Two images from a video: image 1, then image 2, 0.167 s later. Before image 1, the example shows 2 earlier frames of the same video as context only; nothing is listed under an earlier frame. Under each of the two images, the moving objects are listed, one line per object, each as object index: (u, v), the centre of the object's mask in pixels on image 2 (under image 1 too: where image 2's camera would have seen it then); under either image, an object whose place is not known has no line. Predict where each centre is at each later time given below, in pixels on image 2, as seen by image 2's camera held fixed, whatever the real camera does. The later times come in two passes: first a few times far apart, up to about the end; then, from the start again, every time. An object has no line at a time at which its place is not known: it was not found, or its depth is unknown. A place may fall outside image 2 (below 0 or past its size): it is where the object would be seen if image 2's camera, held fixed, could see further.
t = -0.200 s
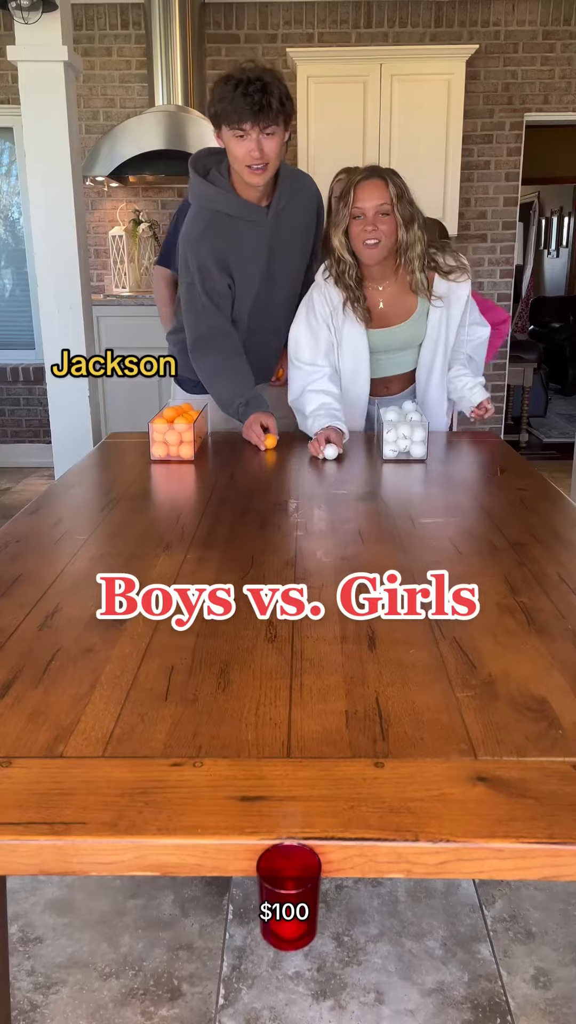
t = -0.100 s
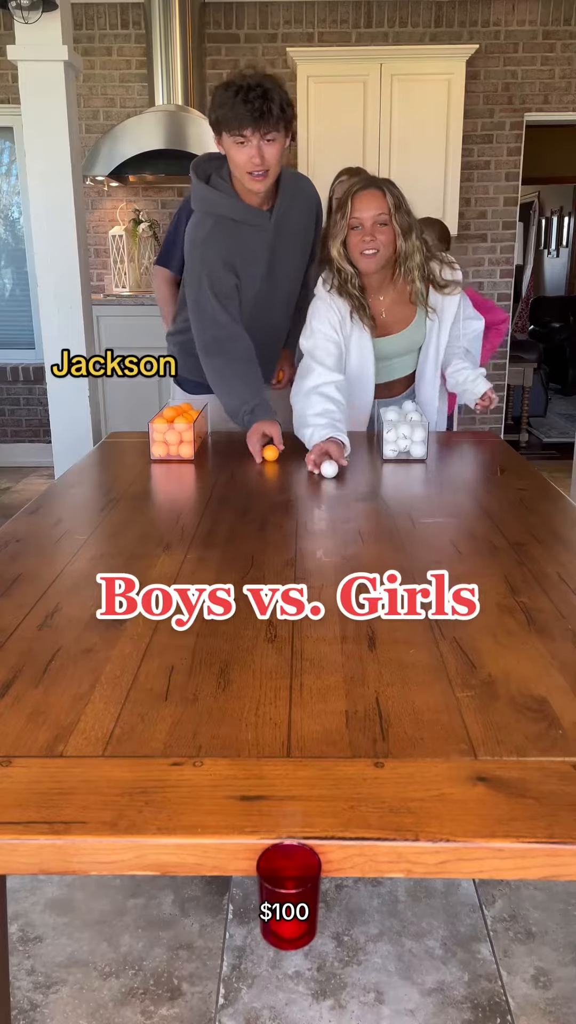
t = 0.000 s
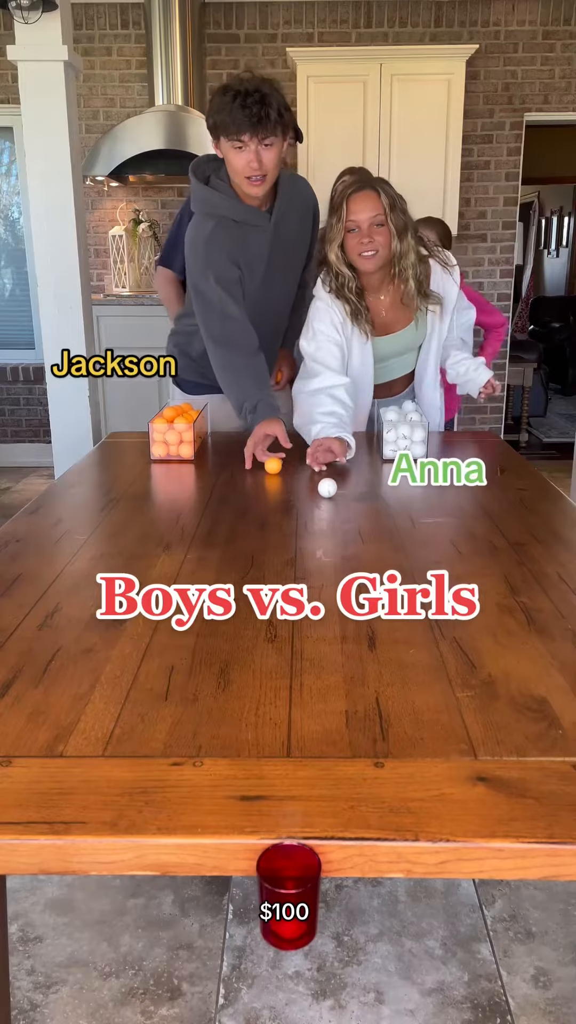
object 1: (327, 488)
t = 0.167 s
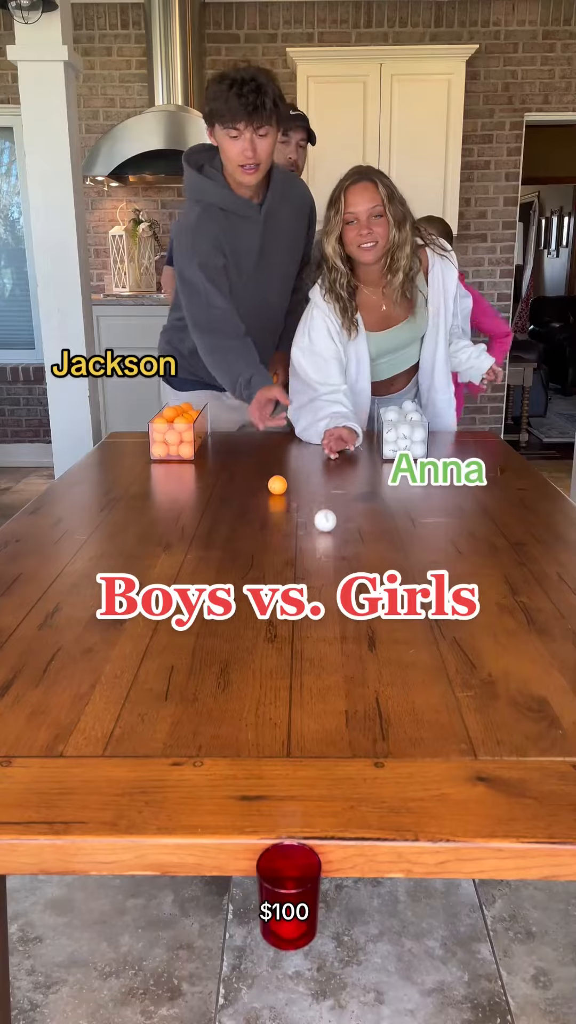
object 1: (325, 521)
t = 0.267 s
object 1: (324, 540)
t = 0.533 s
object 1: (323, 602)
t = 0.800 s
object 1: (324, 695)
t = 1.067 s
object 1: (335, 850)
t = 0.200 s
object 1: (325, 527)
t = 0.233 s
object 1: (324, 534)
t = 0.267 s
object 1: (324, 540)
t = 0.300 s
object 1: (324, 546)
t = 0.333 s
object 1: (324, 552)
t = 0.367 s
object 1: (324, 560)
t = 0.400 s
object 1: (324, 568)
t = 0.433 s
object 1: (324, 576)
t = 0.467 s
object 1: (324, 584)
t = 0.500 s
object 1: (324, 593)
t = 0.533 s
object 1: (323, 602)
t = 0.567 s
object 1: (323, 611)
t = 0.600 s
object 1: (323, 621)
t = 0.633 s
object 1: (323, 632)
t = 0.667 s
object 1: (323, 643)
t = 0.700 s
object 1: (324, 655)
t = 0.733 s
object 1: (324, 667)
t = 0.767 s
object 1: (324, 680)
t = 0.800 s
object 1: (324, 695)
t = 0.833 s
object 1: (324, 710)
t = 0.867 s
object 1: (325, 725)
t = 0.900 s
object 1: (325, 743)
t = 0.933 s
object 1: (326, 761)
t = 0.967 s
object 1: (327, 781)
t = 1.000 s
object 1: (327, 803)
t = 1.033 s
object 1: (328, 828)
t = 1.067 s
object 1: (335, 850)
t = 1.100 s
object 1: (346, 879)
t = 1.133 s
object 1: (356, 920)
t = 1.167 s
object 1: (368, 977)
